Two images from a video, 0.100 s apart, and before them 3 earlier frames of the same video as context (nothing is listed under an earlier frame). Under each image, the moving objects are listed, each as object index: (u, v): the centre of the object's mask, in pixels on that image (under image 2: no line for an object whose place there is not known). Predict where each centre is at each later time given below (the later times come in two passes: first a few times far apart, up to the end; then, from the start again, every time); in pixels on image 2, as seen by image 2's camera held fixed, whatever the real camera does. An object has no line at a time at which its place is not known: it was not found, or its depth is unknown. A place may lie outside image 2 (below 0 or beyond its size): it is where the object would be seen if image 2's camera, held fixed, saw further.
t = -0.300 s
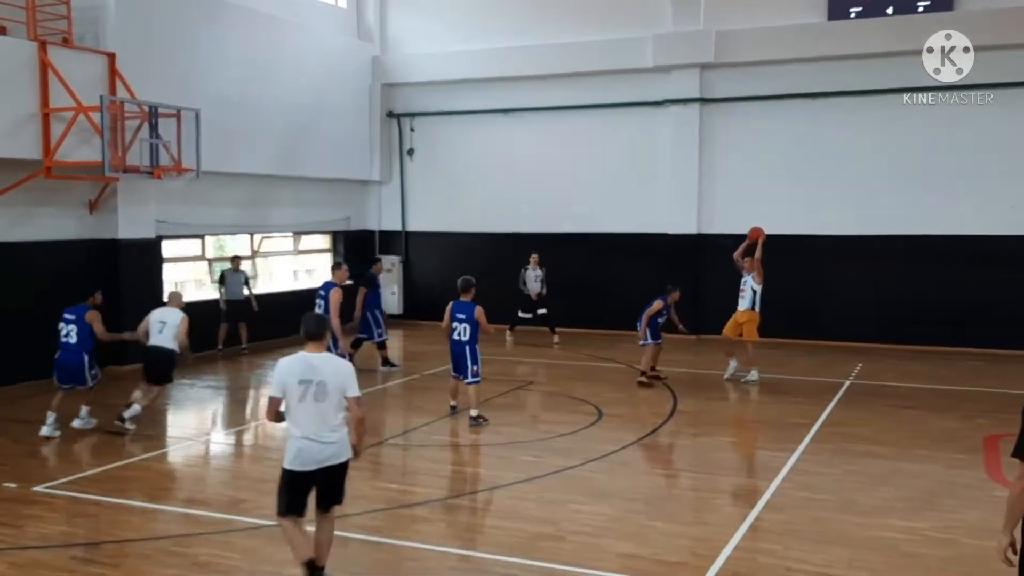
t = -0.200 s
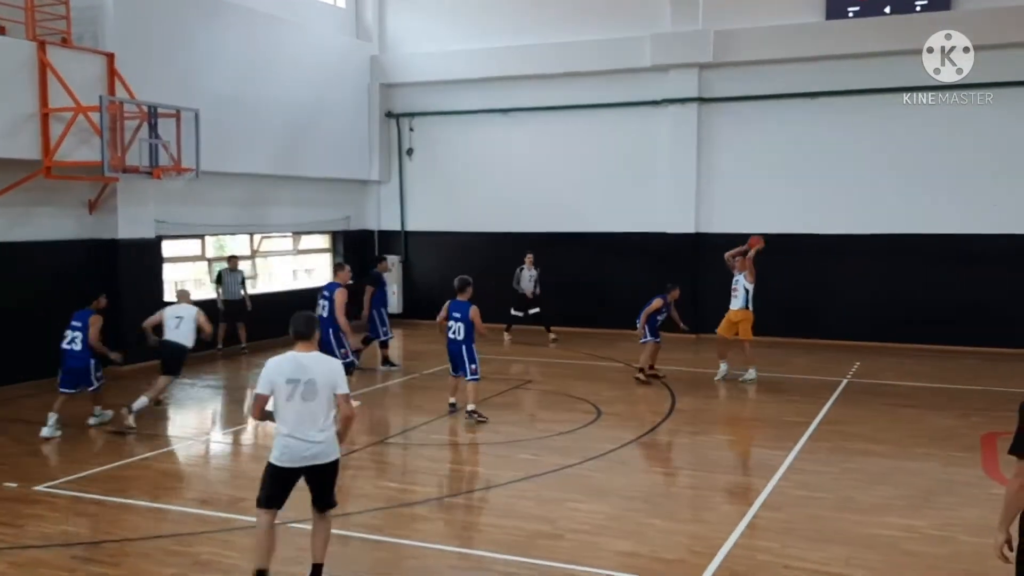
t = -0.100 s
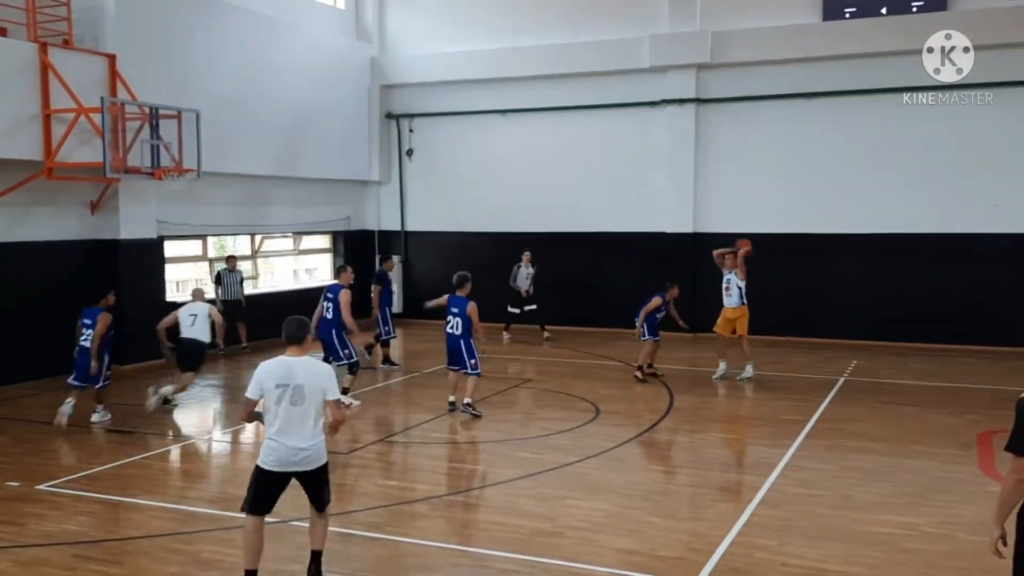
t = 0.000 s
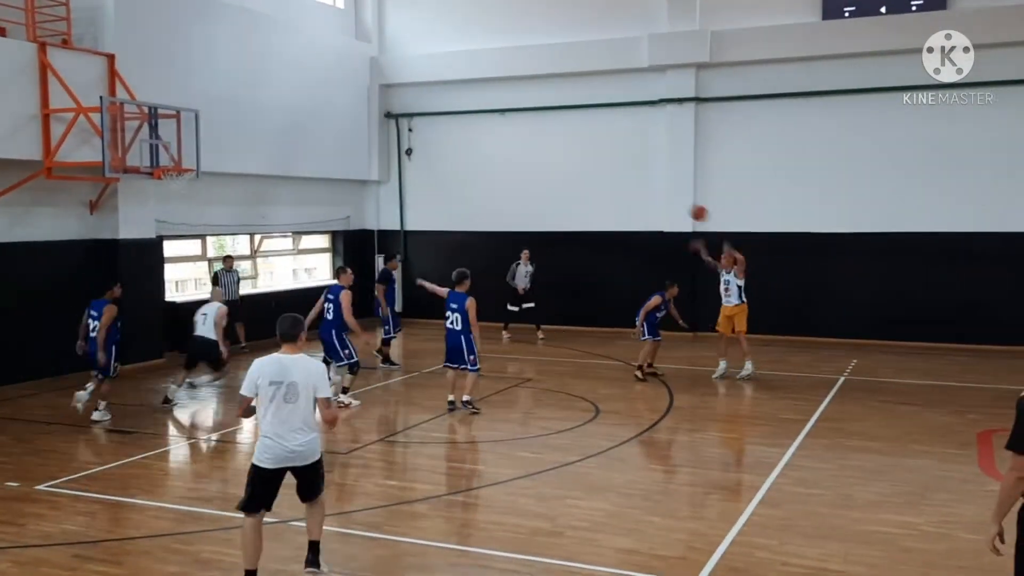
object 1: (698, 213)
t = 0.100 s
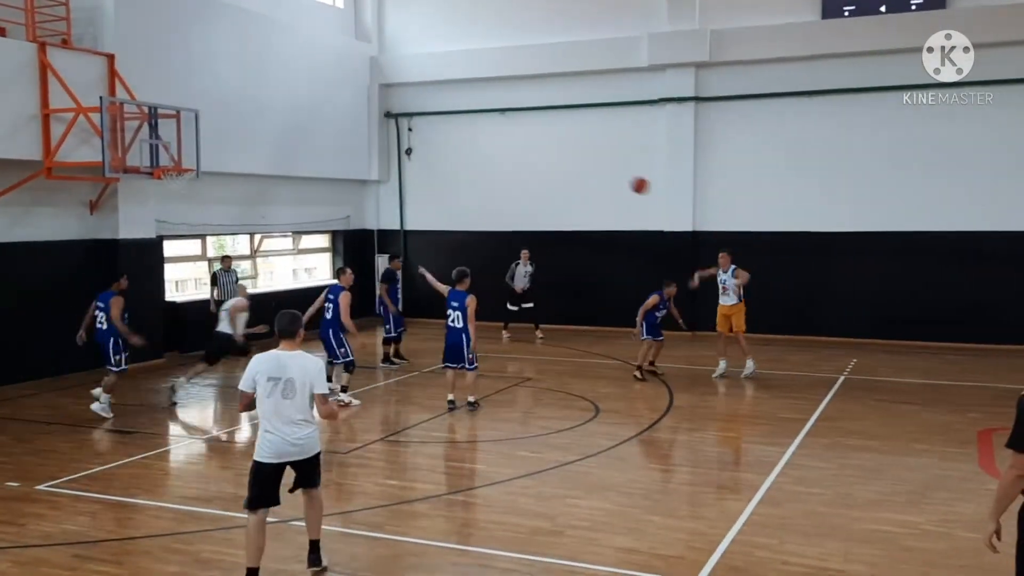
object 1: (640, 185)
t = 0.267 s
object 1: (529, 150)
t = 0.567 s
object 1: (279, 133)
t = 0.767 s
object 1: (55, 172)
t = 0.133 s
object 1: (619, 177)
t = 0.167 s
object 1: (597, 170)
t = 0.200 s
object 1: (575, 163)
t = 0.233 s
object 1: (552, 156)
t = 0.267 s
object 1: (529, 150)
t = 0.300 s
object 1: (506, 145)
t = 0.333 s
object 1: (481, 141)
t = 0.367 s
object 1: (454, 138)
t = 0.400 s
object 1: (428, 135)
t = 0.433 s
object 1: (401, 132)
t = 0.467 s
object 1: (372, 131)
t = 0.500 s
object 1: (342, 131)
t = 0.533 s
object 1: (311, 131)
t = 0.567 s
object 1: (279, 133)
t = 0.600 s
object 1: (245, 136)
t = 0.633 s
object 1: (212, 140)
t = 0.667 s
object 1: (176, 146)
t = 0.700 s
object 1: (135, 152)
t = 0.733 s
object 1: (97, 162)
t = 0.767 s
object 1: (55, 172)
